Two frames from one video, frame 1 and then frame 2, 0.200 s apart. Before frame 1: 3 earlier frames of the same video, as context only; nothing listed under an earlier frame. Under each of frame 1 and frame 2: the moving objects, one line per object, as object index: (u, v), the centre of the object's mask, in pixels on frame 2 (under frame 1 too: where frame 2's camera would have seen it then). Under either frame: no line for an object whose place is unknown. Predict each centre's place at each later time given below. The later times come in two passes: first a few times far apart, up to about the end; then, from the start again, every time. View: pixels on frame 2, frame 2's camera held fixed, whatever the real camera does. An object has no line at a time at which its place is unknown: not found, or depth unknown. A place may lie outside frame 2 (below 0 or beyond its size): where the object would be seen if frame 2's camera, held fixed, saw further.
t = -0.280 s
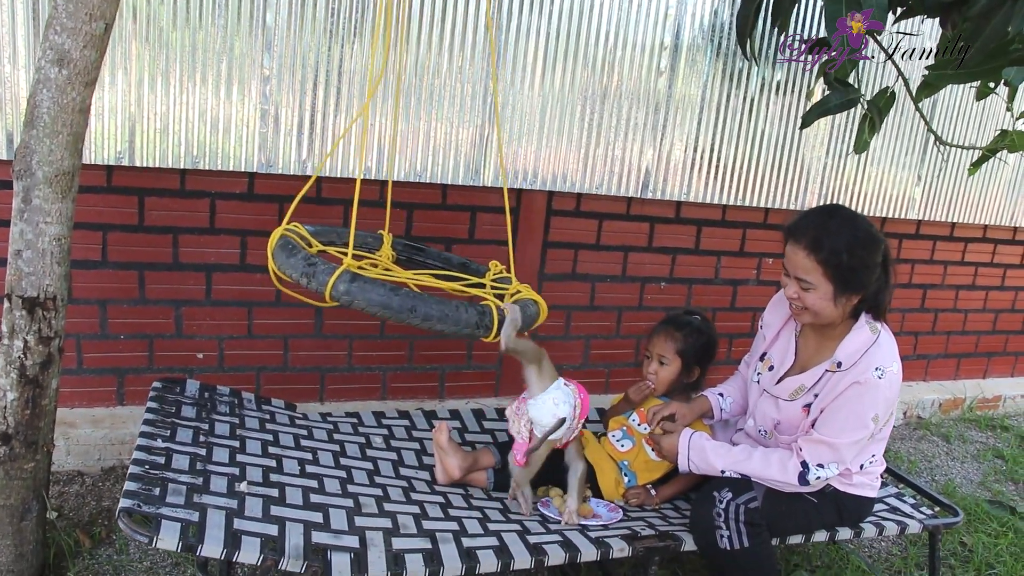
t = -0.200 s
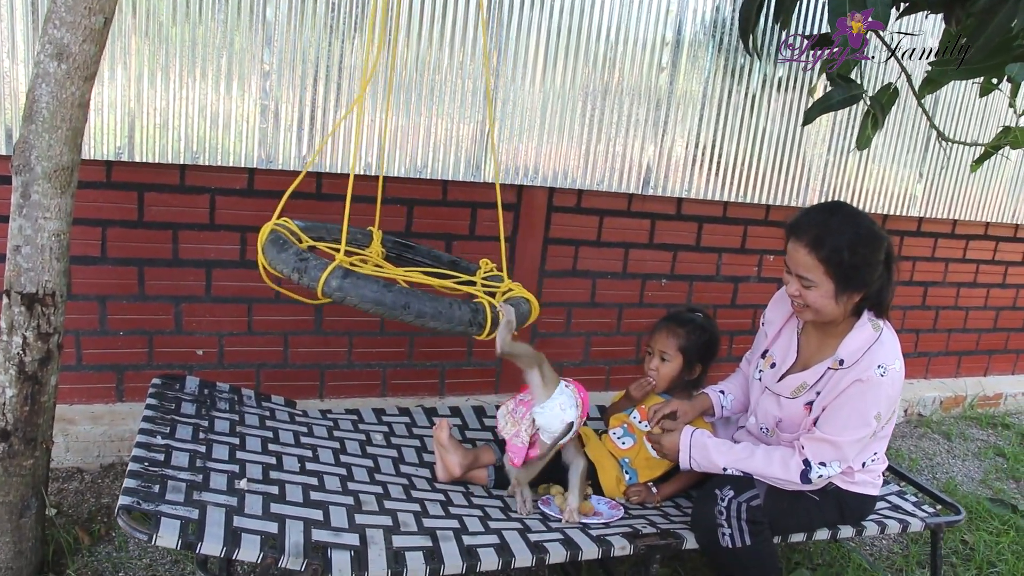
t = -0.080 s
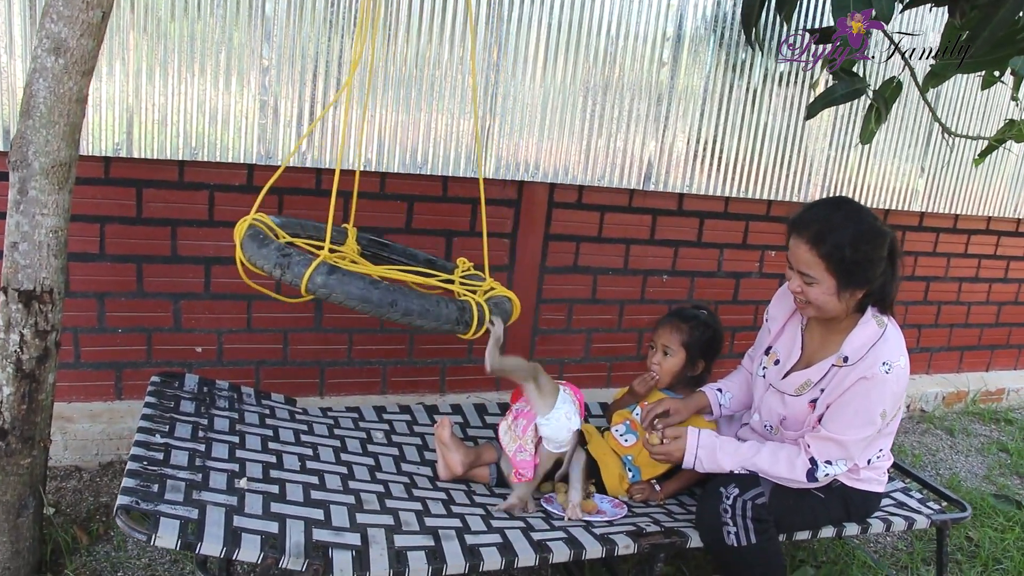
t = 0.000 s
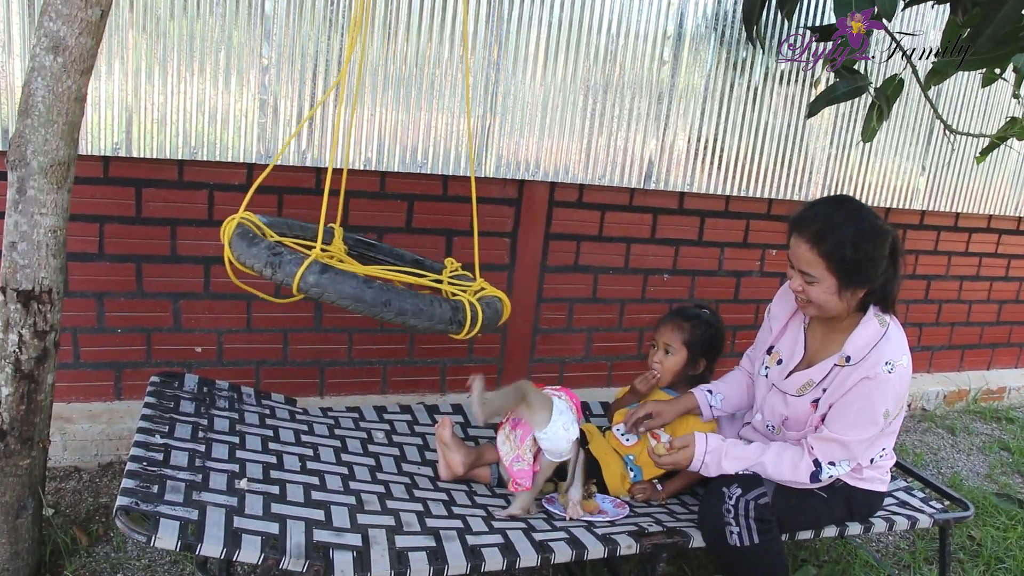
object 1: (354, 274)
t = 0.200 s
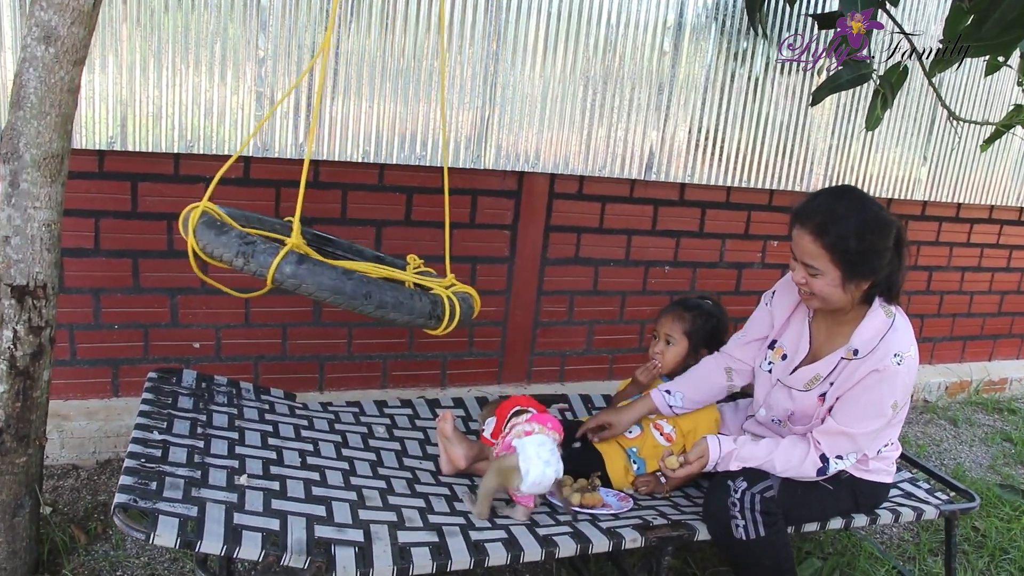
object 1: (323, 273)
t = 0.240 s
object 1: (312, 269)
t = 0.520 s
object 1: (294, 271)
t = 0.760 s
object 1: (312, 274)
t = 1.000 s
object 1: (353, 276)
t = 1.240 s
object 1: (389, 275)
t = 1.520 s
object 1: (433, 273)
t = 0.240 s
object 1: (312, 269)
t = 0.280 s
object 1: (308, 269)
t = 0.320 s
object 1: (302, 269)
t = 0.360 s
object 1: (300, 270)
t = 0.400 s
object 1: (298, 270)
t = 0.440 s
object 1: (295, 270)
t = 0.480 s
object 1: (294, 270)
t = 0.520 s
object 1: (294, 271)
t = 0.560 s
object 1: (294, 272)
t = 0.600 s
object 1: (296, 272)
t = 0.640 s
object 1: (299, 273)
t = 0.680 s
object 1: (303, 273)
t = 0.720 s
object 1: (308, 274)
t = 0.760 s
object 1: (312, 274)
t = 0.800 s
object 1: (316, 274)
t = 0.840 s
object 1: (324, 275)
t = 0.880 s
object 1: (329, 275)
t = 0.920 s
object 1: (338, 276)
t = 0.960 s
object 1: (345, 276)
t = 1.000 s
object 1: (353, 276)
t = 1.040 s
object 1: (365, 277)
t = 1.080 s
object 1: (373, 278)
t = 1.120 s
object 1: (383, 278)
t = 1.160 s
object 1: (391, 278)
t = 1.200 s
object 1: (401, 279)
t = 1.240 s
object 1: (389, 275)
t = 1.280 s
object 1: (395, 275)
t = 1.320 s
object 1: (404, 275)
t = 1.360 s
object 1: (410, 275)
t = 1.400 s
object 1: (416, 275)
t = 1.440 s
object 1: (423, 274)
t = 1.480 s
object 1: (427, 274)
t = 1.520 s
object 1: (433, 273)
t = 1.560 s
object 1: (437, 273)
